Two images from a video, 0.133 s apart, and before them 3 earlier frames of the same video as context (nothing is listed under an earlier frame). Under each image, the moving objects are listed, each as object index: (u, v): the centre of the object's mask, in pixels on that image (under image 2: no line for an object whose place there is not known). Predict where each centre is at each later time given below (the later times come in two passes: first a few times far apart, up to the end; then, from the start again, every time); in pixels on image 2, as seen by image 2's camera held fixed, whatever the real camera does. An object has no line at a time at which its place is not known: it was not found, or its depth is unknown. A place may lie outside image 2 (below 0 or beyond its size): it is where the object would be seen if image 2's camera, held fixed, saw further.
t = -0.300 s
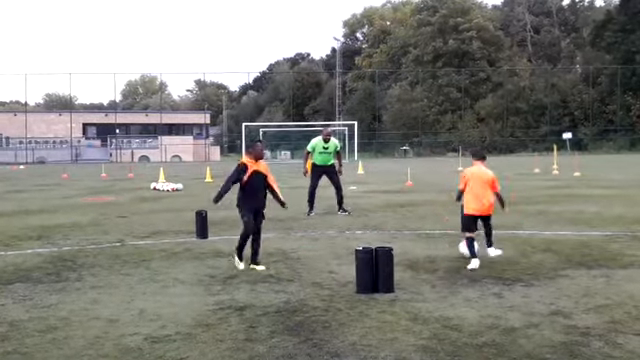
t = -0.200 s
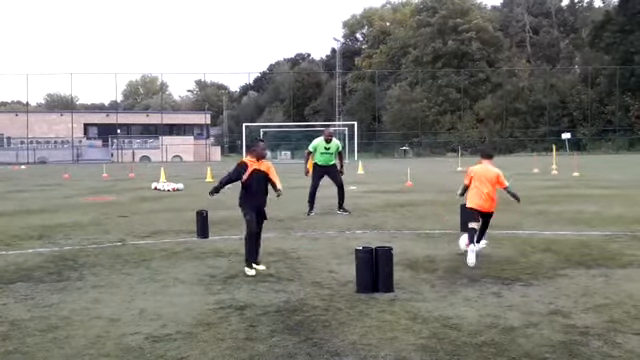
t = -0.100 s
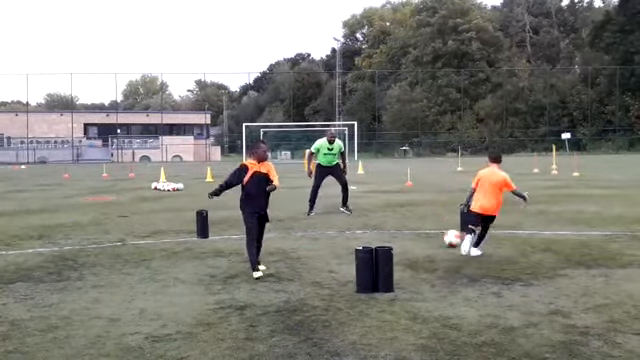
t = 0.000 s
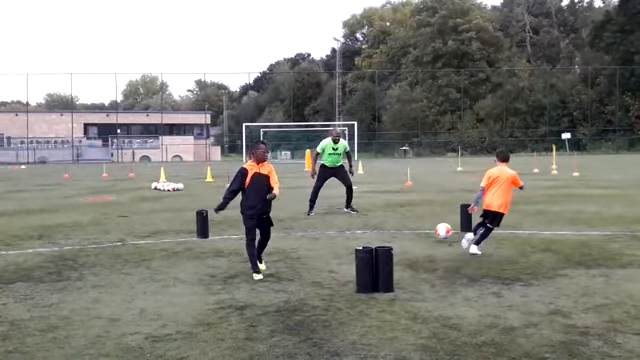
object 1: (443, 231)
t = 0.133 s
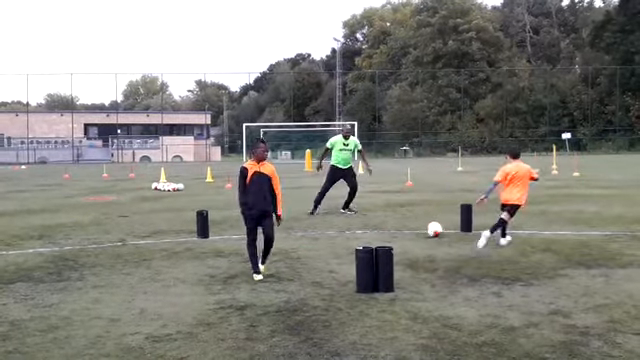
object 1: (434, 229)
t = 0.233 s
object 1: (428, 226)
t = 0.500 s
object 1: (414, 220)
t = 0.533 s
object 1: (412, 218)
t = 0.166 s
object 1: (432, 228)
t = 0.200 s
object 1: (430, 227)
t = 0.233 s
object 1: (428, 226)
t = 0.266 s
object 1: (427, 225)
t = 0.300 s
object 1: (425, 224)
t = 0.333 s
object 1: (423, 224)
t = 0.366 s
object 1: (420, 223)
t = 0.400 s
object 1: (419, 221)
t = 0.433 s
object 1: (417, 221)
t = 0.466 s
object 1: (416, 220)
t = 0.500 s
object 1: (414, 220)
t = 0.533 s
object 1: (412, 218)
